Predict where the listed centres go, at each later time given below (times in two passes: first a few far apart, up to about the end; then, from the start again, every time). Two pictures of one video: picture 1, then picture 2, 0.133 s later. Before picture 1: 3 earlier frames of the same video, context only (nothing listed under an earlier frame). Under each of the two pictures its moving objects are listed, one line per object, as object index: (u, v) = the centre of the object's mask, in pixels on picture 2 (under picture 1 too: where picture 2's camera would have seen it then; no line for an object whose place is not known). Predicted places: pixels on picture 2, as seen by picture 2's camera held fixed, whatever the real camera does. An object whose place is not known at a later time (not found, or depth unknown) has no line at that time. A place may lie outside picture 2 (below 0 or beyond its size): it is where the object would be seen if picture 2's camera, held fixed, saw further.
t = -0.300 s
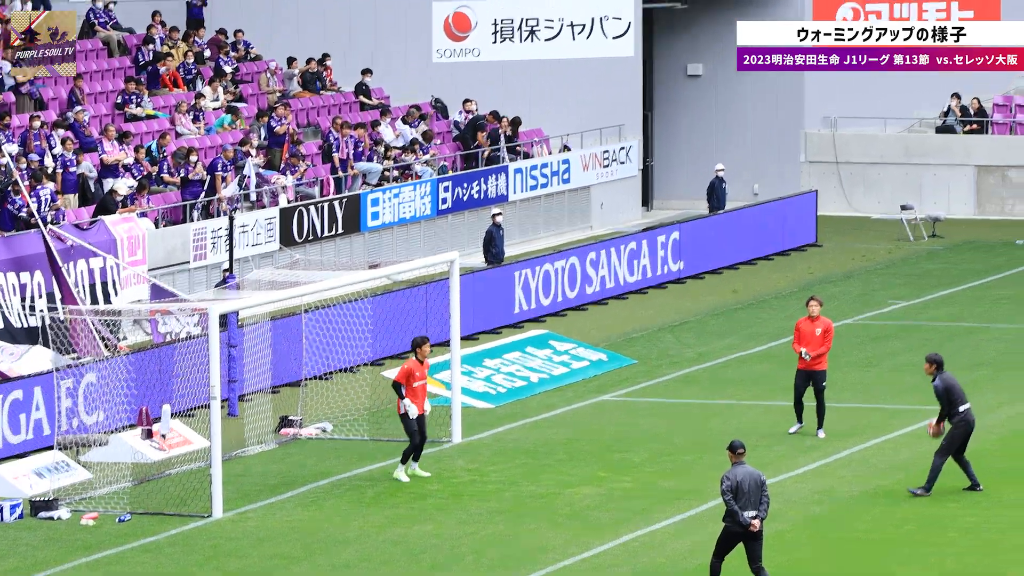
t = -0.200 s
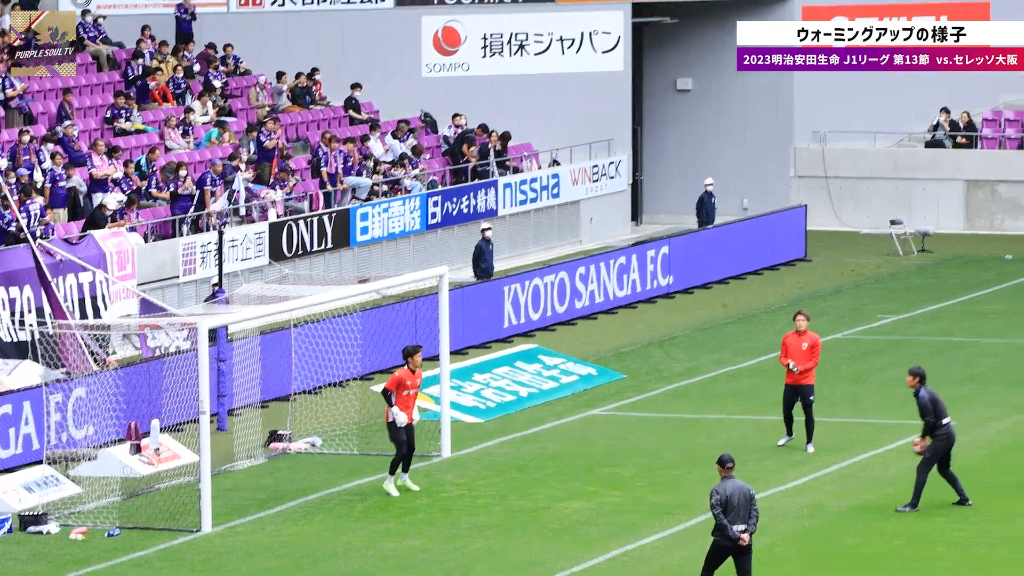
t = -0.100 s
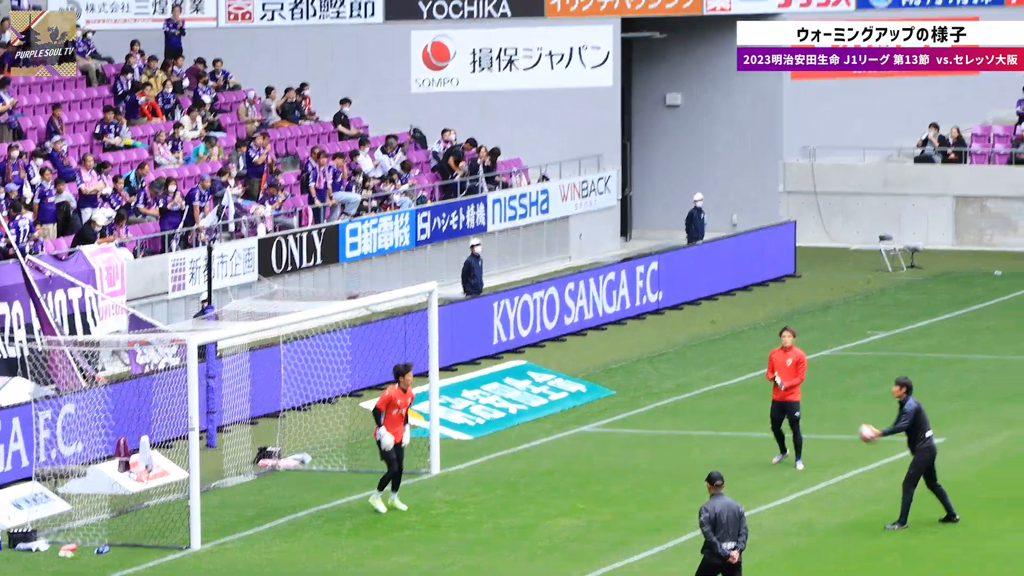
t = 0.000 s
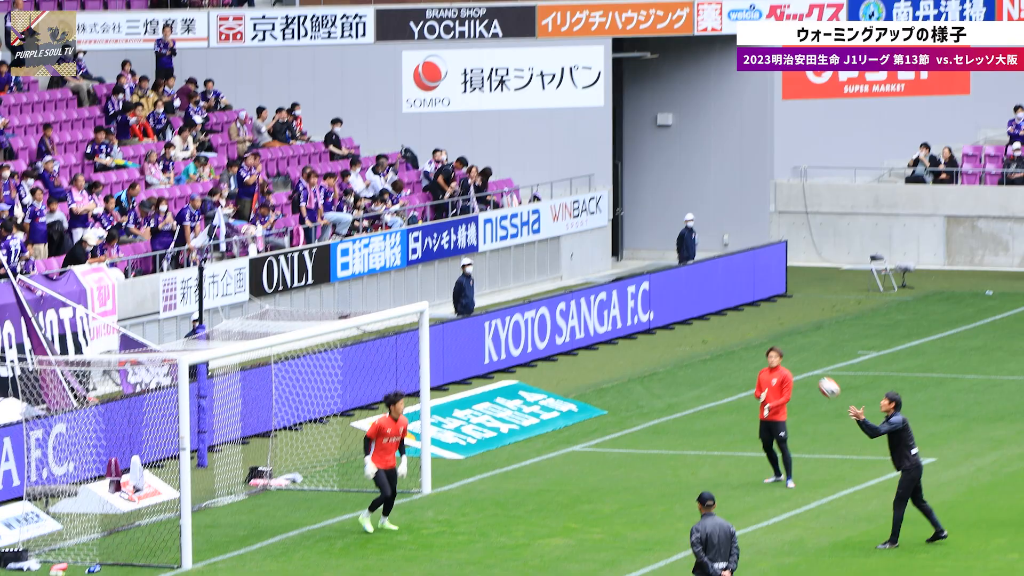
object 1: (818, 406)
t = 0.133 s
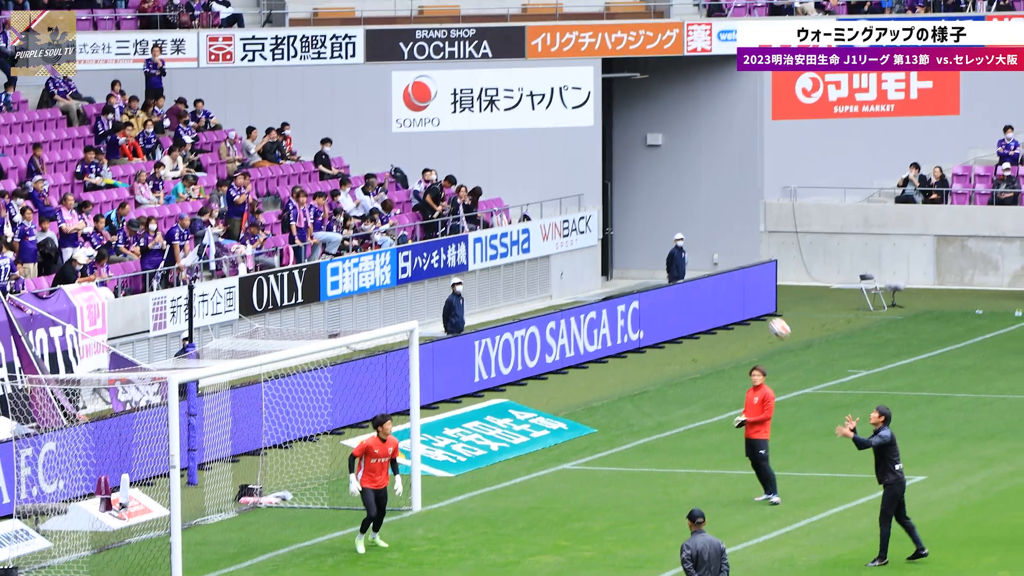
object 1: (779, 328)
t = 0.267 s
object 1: (741, 263)
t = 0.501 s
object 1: (671, 186)
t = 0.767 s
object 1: (593, 151)
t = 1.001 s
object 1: (524, 167)
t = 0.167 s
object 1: (770, 311)
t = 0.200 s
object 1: (760, 294)
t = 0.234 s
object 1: (750, 279)
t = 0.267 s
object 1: (741, 263)
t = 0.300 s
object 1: (731, 250)
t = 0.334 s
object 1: (721, 237)
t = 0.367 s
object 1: (711, 225)
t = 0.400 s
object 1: (701, 214)
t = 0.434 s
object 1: (692, 204)
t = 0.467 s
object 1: (681, 195)
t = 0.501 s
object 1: (671, 186)
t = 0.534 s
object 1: (661, 178)
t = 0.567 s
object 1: (651, 172)
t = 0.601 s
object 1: (642, 166)
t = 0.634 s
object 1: (632, 161)
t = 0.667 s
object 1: (622, 157)
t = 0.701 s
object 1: (613, 154)
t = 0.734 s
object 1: (603, 152)
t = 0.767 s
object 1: (593, 151)
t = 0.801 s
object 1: (583, 150)
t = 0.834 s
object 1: (573, 151)
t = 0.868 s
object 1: (563, 152)
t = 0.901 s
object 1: (553, 155)
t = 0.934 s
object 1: (543, 158)
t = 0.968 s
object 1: (533, 162)
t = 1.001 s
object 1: (524, 167)
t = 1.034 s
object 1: (514, 173)
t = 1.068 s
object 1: (504, 180)
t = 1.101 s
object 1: (494, 187)
